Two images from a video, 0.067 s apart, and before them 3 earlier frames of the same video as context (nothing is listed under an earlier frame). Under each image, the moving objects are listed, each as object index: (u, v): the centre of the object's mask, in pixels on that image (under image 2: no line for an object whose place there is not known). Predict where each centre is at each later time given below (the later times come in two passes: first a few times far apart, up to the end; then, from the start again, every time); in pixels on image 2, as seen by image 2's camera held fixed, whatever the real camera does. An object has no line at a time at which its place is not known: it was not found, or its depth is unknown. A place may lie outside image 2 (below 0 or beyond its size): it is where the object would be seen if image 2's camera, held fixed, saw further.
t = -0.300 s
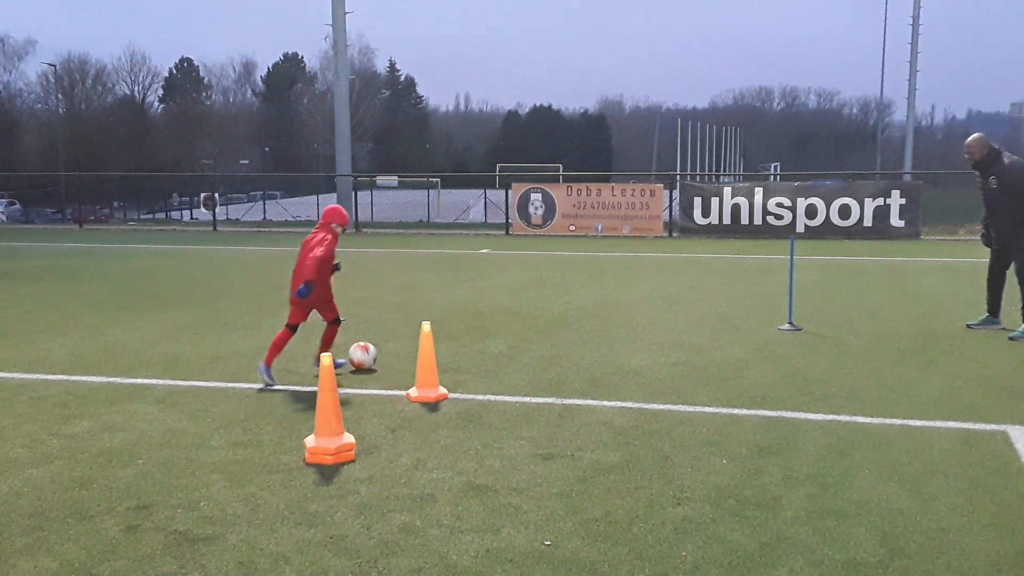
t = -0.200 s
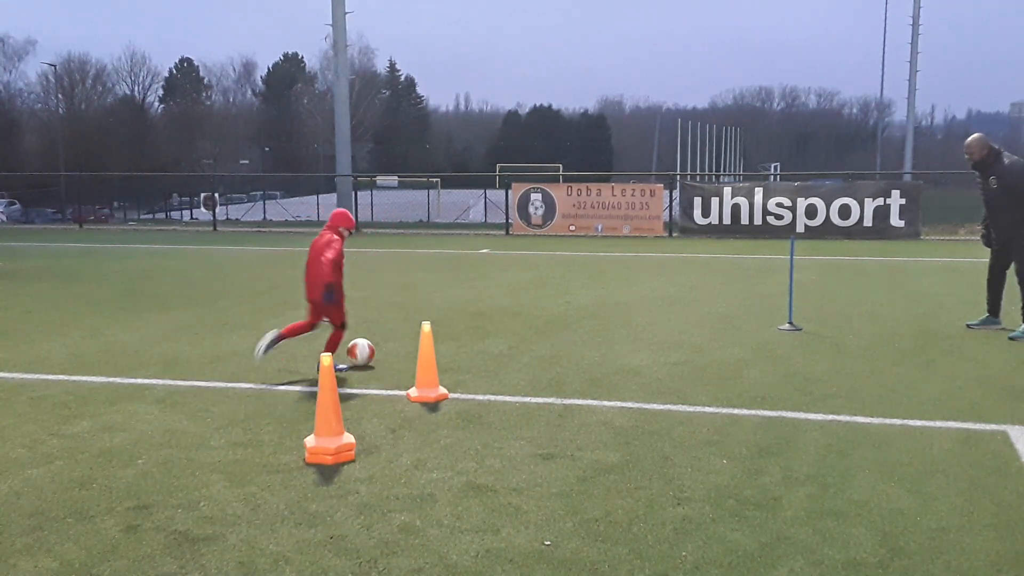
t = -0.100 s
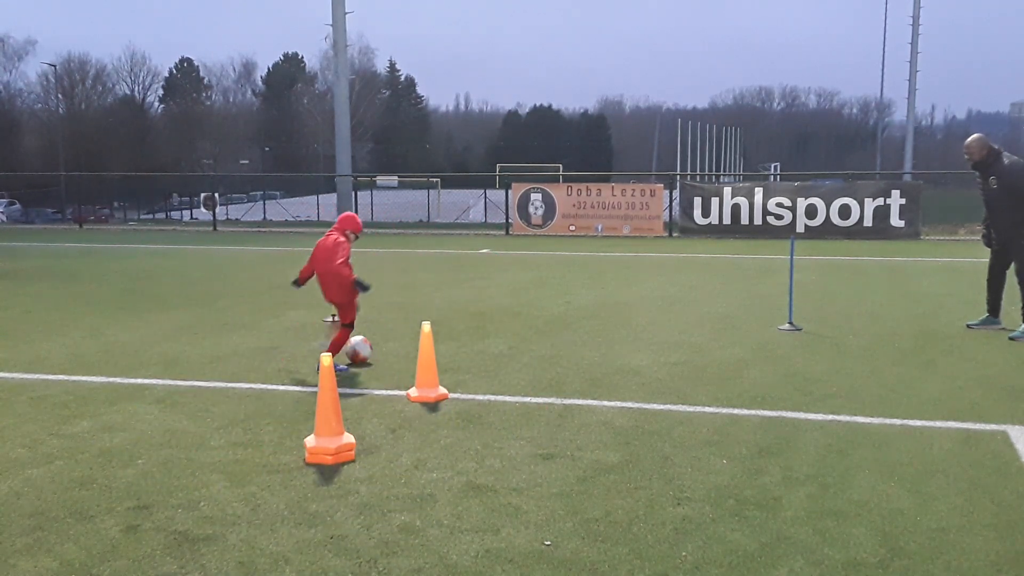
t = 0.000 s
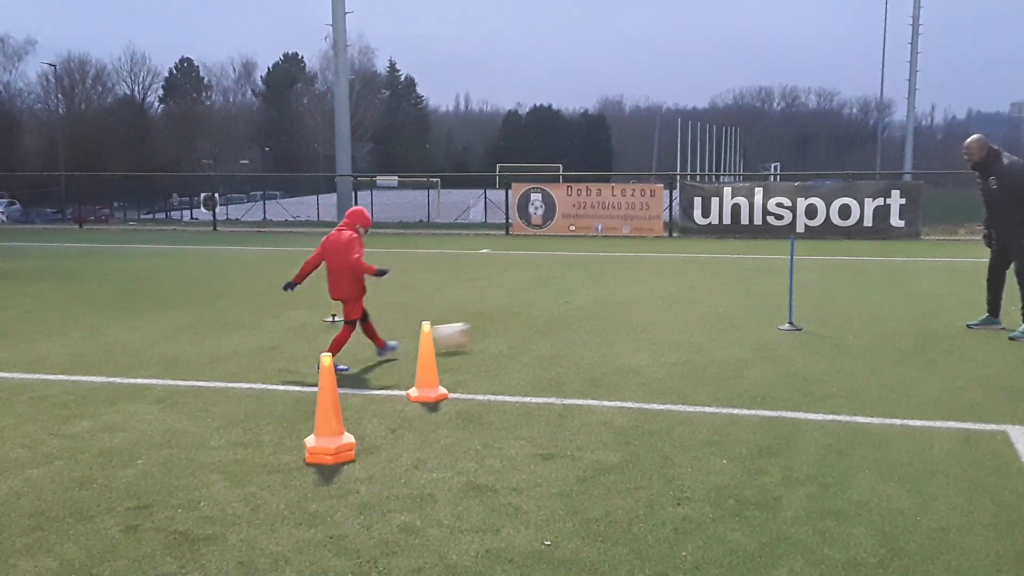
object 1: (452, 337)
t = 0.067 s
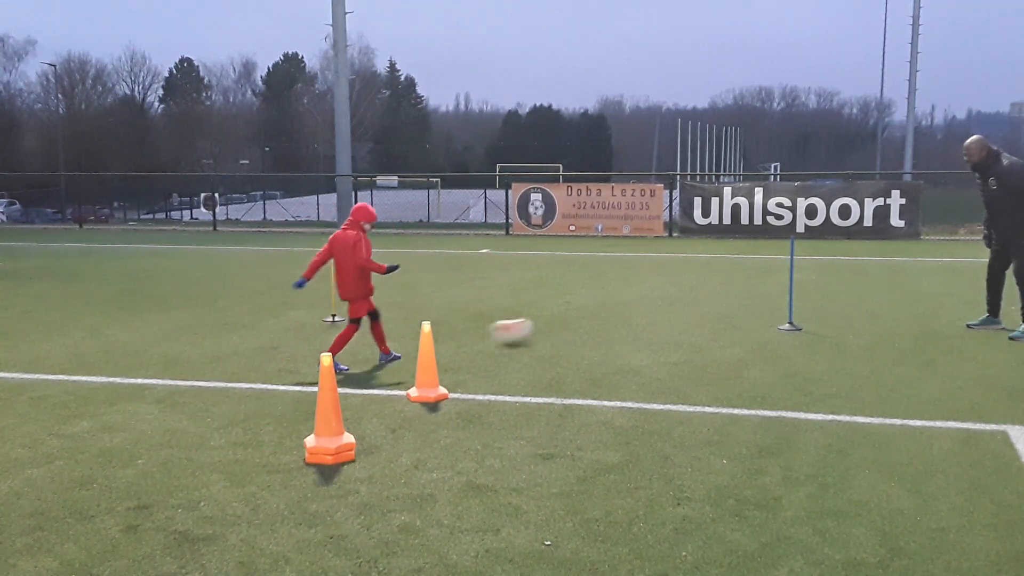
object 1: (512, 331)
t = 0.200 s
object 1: (621, 321)
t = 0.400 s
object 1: (752, 306)
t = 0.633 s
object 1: (868, 294)
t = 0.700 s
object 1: (894, 291)
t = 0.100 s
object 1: (541, 328)
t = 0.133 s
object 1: (569, 325)
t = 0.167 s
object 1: (596, 322)
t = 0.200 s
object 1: (621, 321)
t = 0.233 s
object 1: (646, 318)
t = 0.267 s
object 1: (668, 314)
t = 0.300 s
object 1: (690, 311)
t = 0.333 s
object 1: (711, 310)
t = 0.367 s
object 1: (733, 309)
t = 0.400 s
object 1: (752, 306)
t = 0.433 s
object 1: (771, 304)
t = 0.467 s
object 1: (788, 302)
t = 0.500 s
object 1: (806, 301)
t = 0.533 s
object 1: (823, 298)
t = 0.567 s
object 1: (839, 297)
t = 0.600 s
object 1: (855, 296)
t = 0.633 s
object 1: (868, 294)
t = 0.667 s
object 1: (882, 292)
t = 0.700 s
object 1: (894, 291)
